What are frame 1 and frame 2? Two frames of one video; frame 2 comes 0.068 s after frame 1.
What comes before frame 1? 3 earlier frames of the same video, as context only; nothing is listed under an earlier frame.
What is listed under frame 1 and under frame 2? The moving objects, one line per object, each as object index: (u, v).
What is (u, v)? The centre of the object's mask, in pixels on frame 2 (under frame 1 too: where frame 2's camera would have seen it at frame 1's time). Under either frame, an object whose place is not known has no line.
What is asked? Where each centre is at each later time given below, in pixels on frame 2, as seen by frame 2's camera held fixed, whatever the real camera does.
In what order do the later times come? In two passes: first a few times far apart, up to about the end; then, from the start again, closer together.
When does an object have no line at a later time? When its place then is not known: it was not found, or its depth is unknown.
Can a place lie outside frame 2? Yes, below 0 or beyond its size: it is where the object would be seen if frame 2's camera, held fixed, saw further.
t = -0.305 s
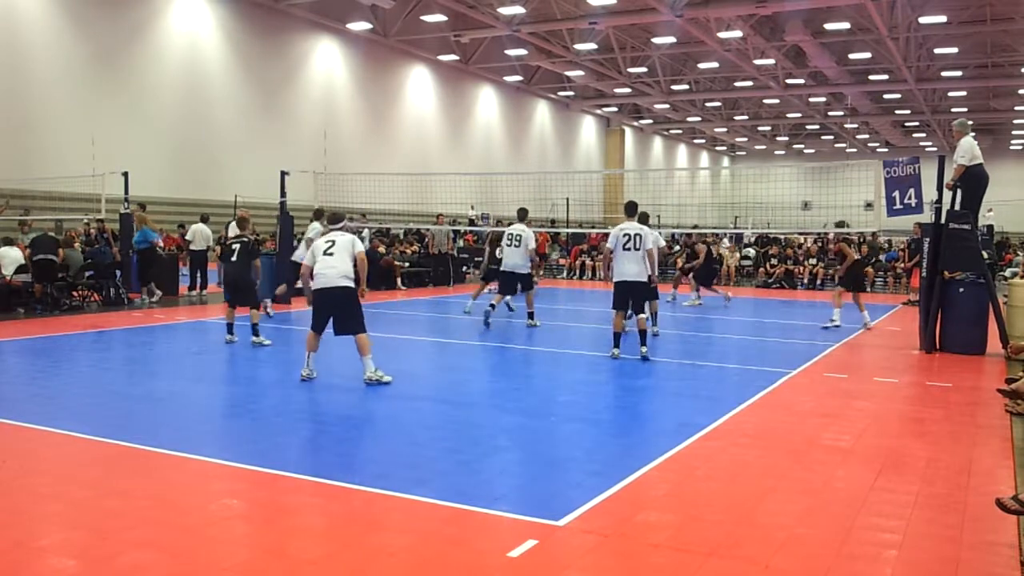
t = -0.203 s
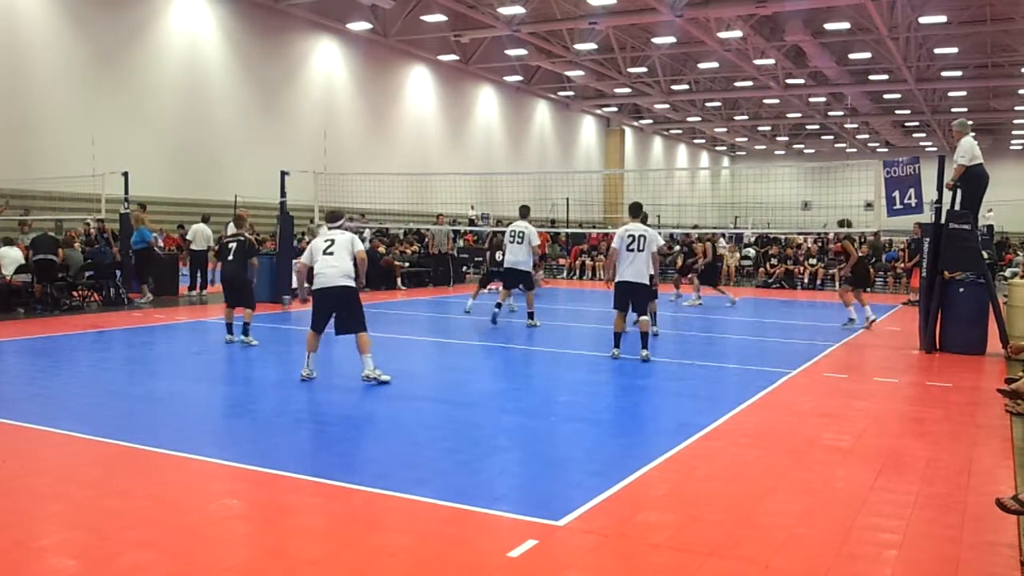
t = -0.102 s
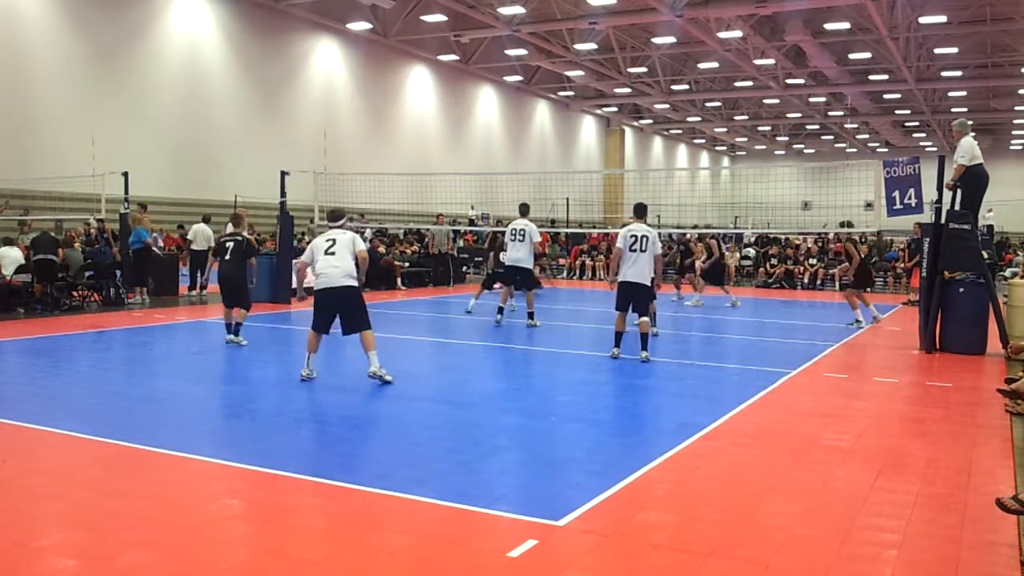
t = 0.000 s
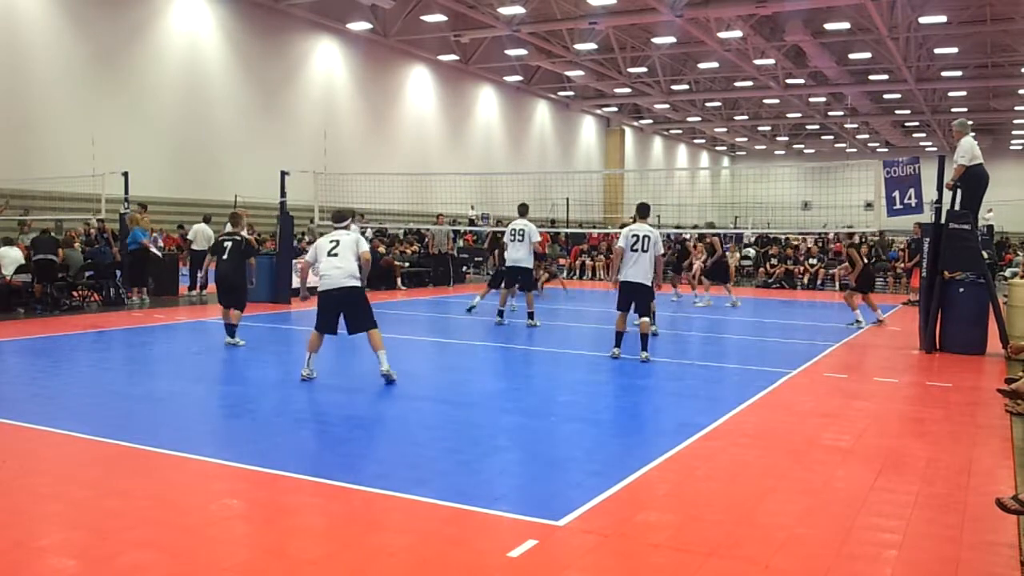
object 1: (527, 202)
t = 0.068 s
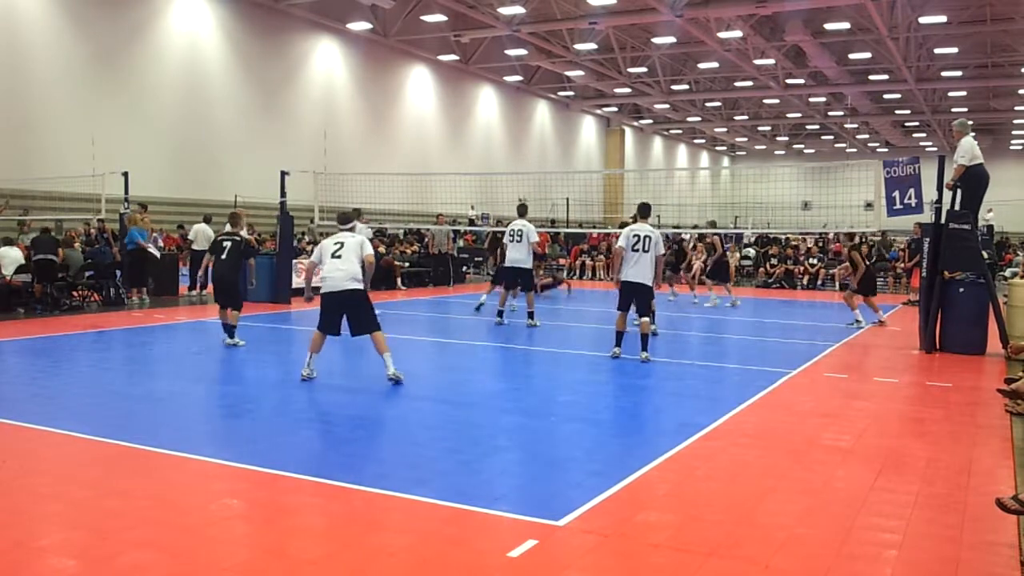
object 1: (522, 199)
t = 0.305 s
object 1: (504, 149)
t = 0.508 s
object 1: (487, 123)
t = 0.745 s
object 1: (464, 121)
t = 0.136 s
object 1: (517, 183)
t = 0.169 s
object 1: (516, 176)
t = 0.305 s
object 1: (504, 149)
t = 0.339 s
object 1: (502, 142)
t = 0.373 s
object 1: (499, 137)
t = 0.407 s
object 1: (496, 133)
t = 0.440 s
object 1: (493, 129)
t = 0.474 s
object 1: (490, 126)
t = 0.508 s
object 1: (487, 123)
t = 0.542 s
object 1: (484, 121)
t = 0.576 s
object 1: (481, 119)
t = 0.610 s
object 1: (477, 118)
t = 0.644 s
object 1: (474, 118)
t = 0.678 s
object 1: (471, 118)
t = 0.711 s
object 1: (468, 119)
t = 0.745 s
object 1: (464, 121)
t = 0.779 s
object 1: (460, 122)
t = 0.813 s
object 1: (457, 124)
